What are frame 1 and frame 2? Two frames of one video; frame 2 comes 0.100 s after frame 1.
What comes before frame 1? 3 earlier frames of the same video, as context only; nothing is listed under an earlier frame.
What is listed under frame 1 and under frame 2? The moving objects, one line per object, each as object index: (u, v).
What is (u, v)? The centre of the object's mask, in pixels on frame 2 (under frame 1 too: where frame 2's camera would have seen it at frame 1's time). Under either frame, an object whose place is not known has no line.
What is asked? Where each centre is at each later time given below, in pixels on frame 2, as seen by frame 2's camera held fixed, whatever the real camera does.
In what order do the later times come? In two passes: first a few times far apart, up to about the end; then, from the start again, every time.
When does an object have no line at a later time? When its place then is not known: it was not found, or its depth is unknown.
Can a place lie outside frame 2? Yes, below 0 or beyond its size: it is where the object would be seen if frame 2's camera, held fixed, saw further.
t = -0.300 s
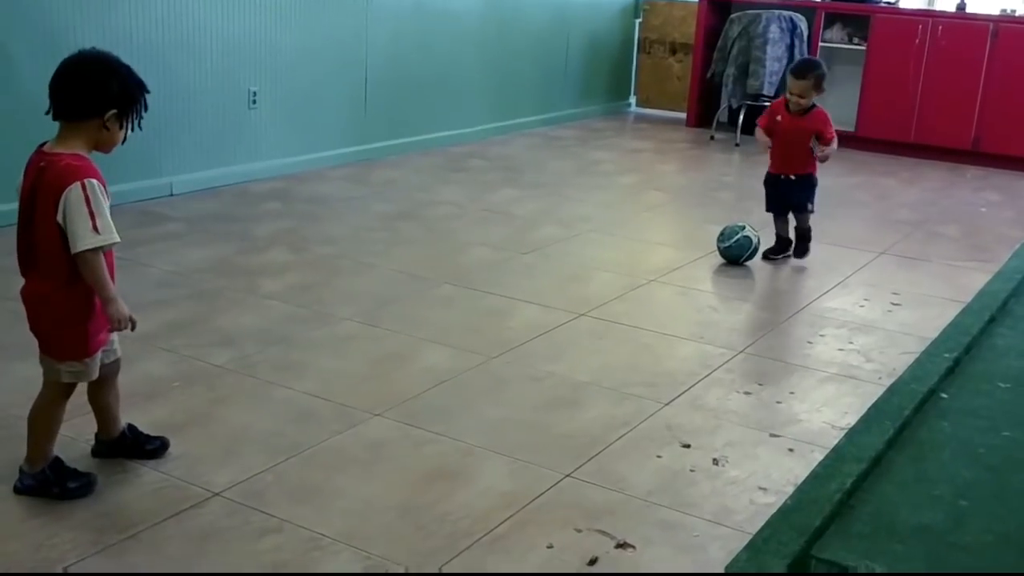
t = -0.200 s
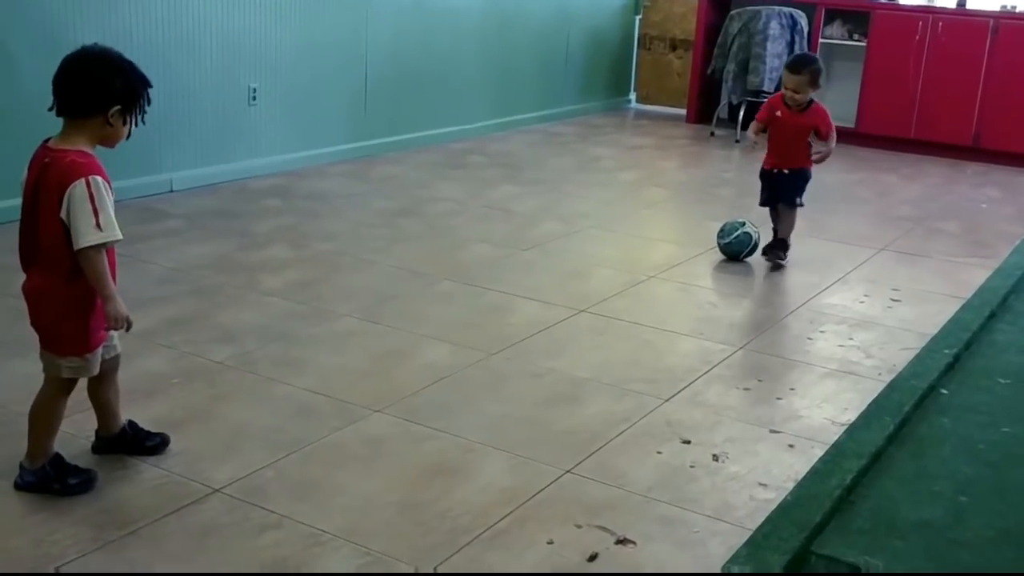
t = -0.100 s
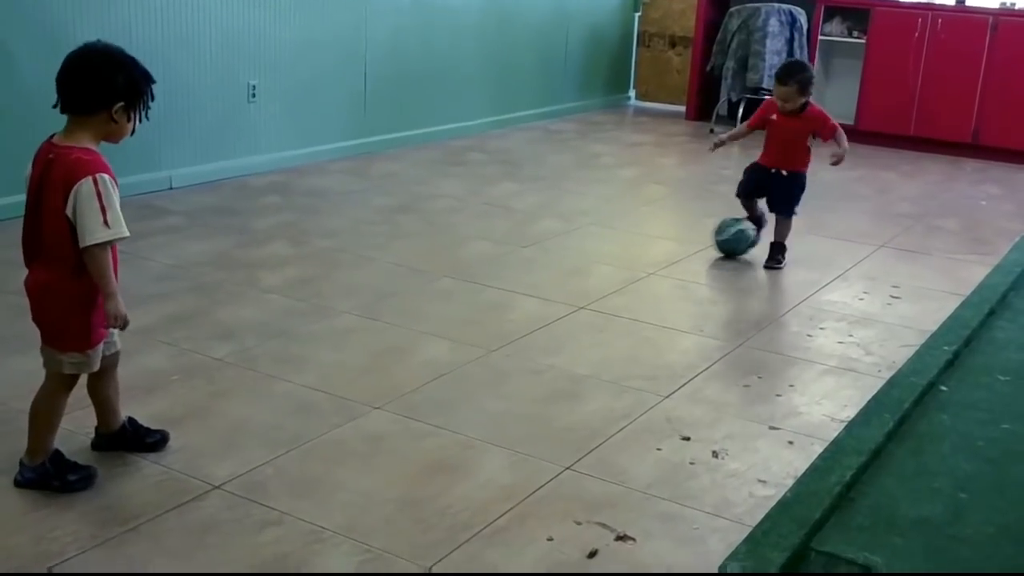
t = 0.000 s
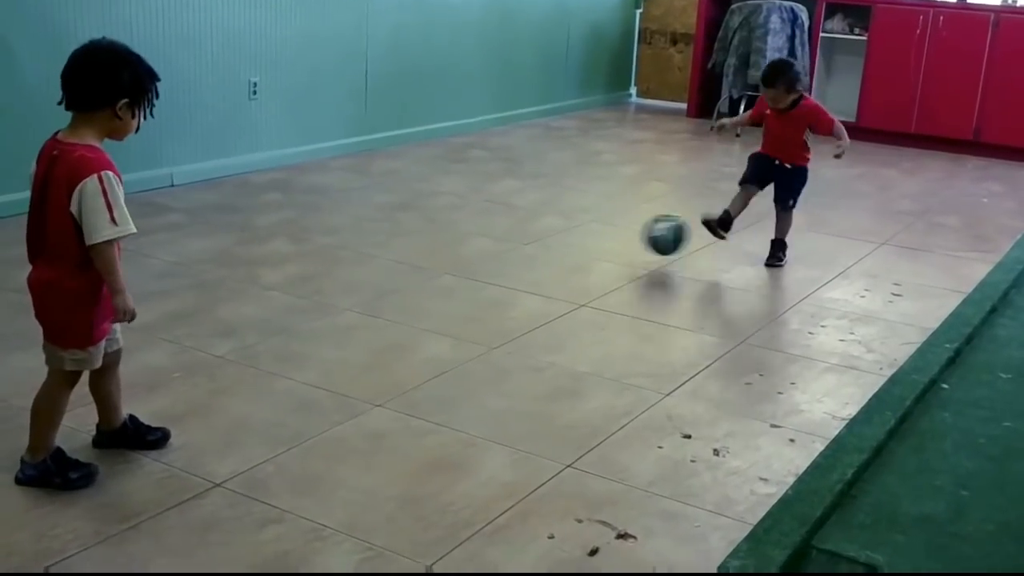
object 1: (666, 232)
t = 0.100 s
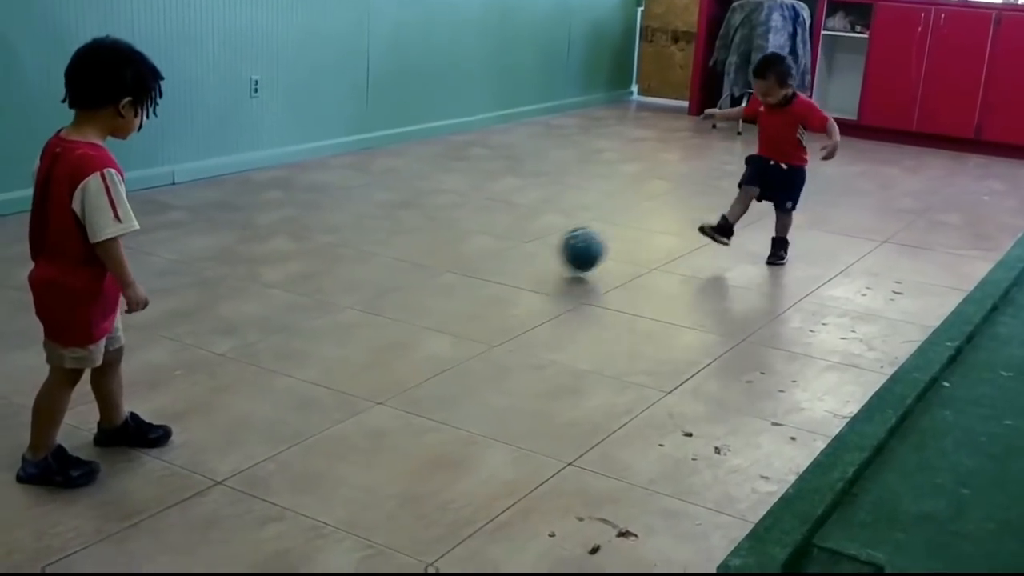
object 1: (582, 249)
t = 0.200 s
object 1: (502, 256)
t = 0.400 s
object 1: (340, 282)
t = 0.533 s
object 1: (232, 298)
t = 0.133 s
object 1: (552, 258)
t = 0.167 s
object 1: (528, 256)
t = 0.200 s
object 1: (502, 256)
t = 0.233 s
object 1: (476, 258)
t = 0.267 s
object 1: (448, 263)
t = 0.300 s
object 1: (418, 272)
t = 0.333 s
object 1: (391, 279)
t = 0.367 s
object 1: (366, 279)
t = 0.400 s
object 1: (340, 282)
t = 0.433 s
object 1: (316, 287)
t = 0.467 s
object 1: (289, 292)
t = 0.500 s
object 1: (261, 293)
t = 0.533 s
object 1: (232, 298)
